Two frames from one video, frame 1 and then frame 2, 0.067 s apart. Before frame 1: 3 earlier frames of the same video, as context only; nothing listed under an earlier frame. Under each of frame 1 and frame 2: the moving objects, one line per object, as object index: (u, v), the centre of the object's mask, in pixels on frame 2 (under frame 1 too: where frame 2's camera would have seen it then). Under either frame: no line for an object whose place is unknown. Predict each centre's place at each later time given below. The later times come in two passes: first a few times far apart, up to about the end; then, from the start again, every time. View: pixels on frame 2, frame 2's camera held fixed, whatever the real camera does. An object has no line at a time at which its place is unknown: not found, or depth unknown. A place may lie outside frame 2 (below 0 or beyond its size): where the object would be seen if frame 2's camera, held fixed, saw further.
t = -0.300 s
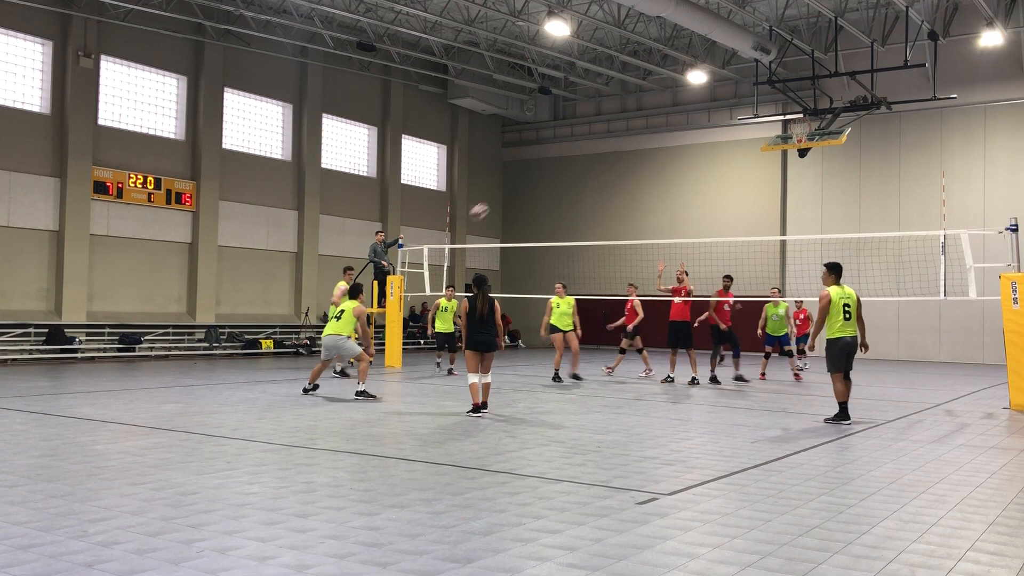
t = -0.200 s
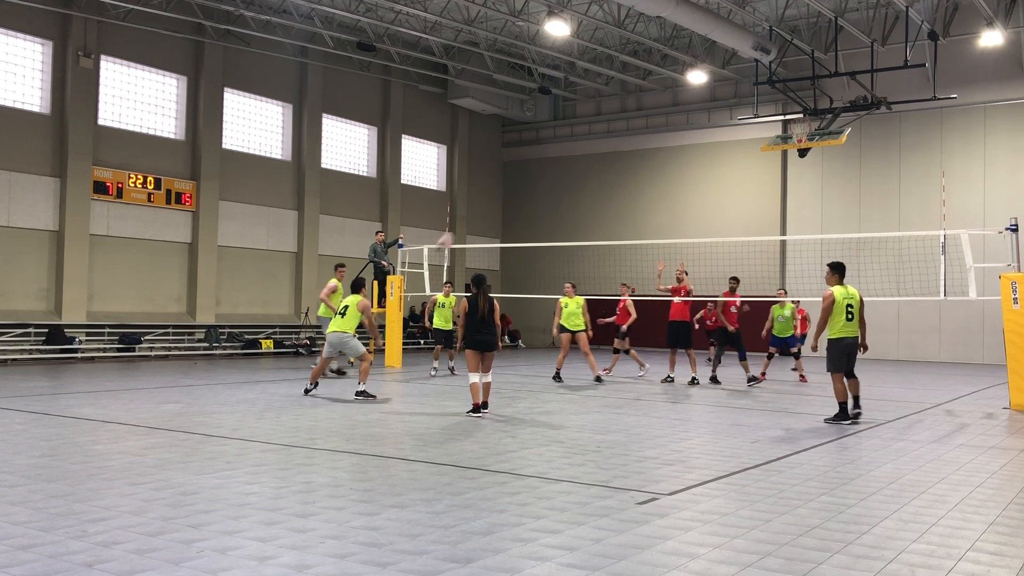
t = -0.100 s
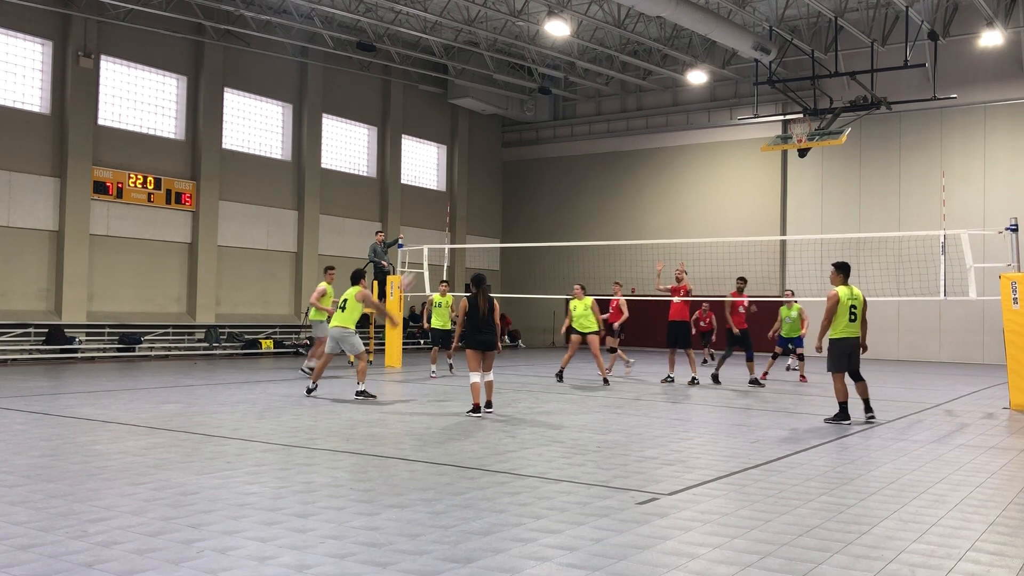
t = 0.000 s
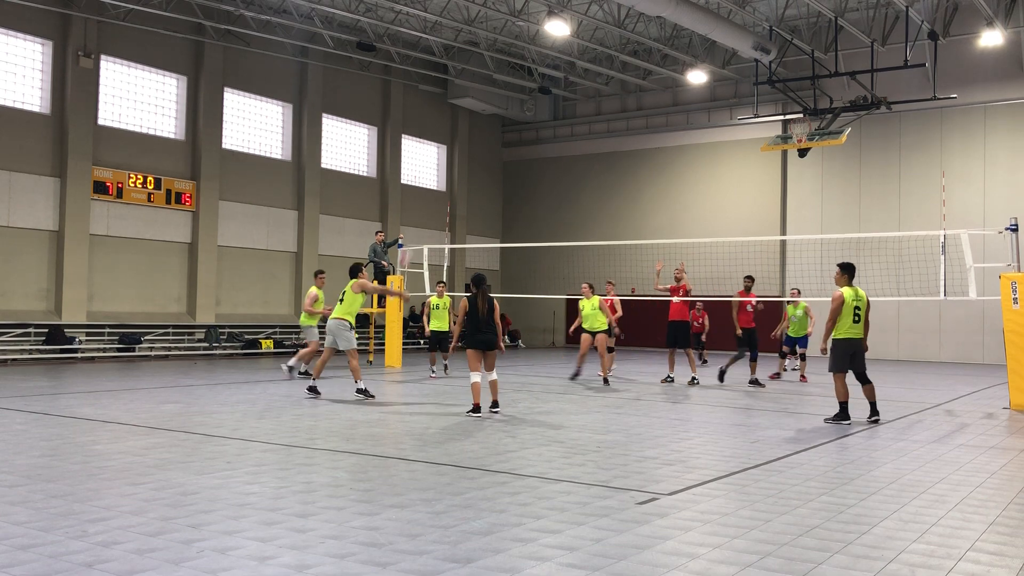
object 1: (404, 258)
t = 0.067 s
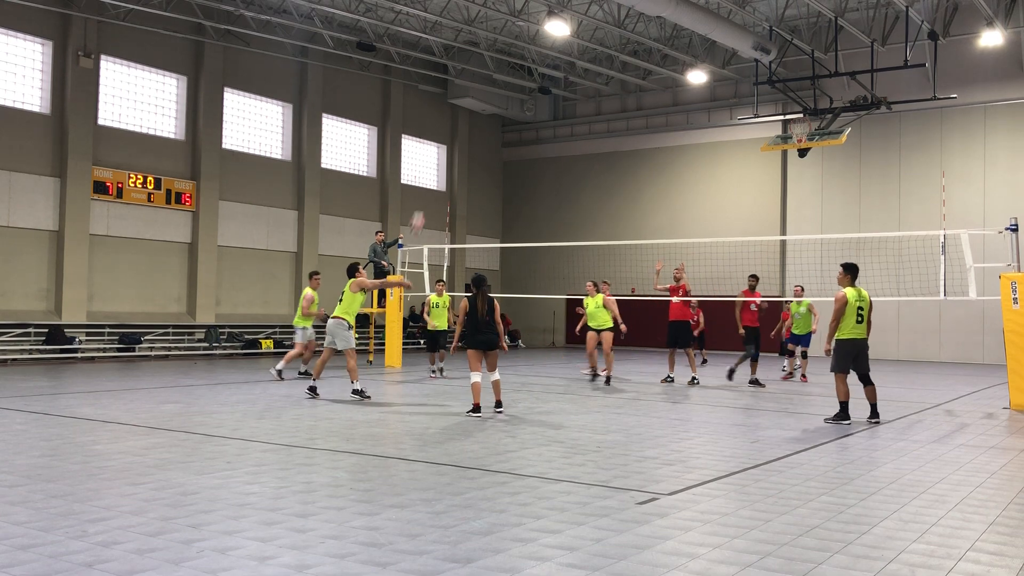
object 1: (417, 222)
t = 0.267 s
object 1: (453, 139)
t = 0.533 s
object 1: (495, 80)
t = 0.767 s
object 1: (528, 70)
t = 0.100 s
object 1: (424, 206)
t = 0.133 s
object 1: (428, 194)
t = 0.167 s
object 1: (436, 177)
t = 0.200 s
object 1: (443, 163)
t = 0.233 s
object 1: (448, 150)
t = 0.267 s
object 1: (453, 139)
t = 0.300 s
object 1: (459, 129)
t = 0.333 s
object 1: (464, 120)
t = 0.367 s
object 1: (470, 110)
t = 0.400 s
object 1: (475, 103)
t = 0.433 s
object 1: (479, 96)
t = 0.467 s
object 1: (485, 90)
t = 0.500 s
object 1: (489, 85)
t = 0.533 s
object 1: (495, 80)
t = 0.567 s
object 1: (499, 76)
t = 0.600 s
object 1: (503, 74)
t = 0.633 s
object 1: (509, 70)
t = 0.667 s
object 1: (514, 70)
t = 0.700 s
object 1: (519, 69)
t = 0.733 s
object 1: (523, 70)
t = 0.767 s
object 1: (528, 70)
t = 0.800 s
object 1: (532, 72)
